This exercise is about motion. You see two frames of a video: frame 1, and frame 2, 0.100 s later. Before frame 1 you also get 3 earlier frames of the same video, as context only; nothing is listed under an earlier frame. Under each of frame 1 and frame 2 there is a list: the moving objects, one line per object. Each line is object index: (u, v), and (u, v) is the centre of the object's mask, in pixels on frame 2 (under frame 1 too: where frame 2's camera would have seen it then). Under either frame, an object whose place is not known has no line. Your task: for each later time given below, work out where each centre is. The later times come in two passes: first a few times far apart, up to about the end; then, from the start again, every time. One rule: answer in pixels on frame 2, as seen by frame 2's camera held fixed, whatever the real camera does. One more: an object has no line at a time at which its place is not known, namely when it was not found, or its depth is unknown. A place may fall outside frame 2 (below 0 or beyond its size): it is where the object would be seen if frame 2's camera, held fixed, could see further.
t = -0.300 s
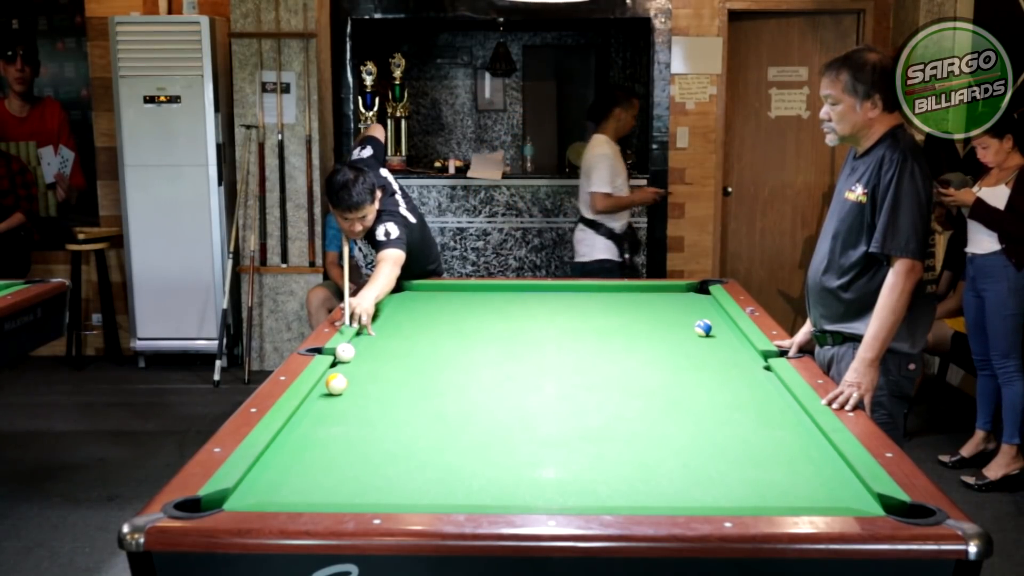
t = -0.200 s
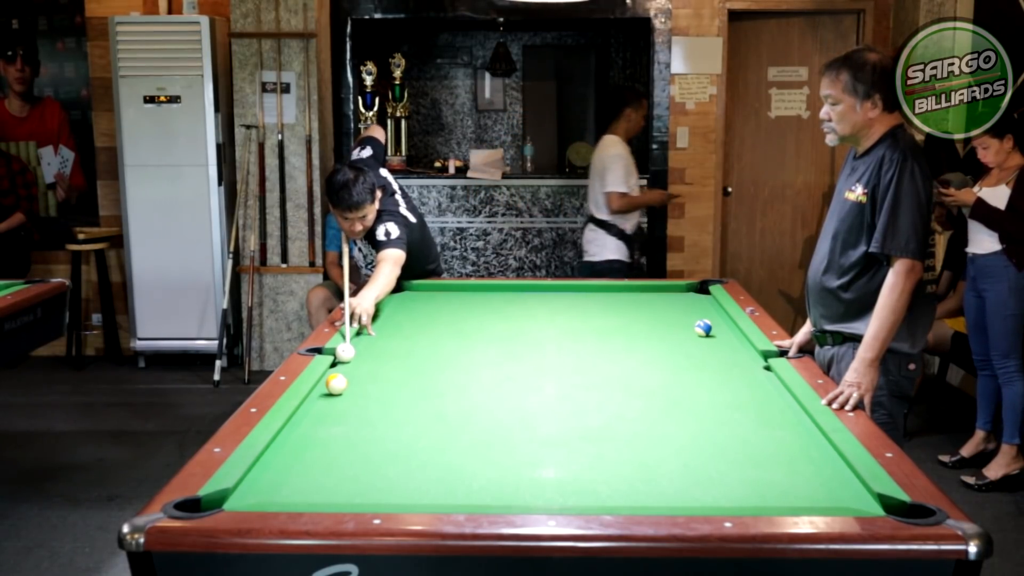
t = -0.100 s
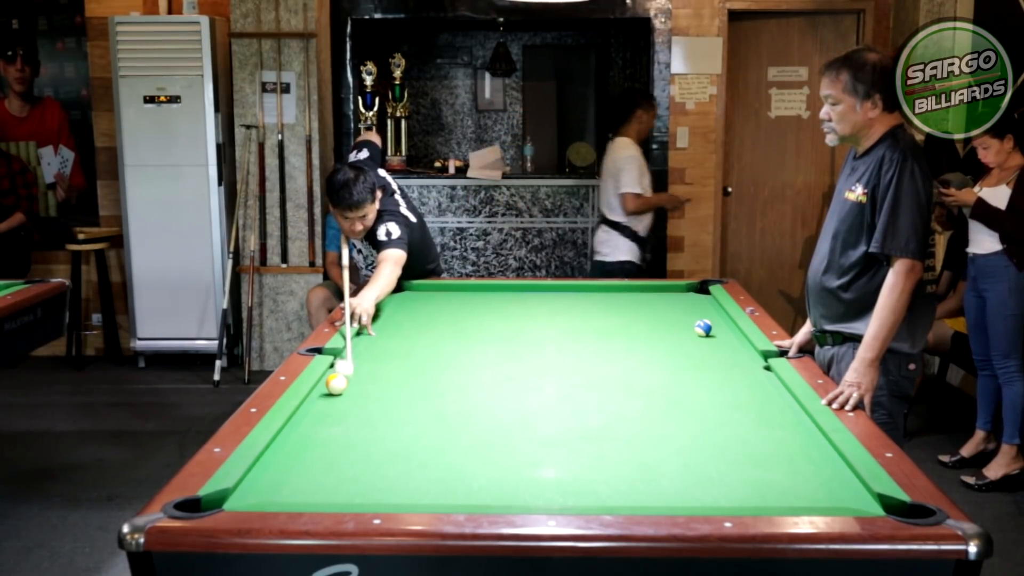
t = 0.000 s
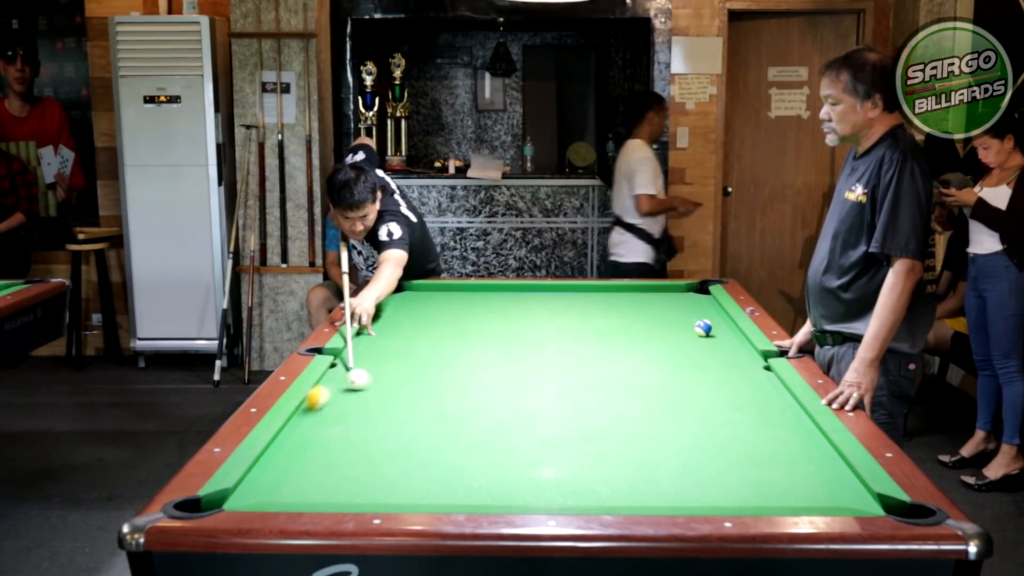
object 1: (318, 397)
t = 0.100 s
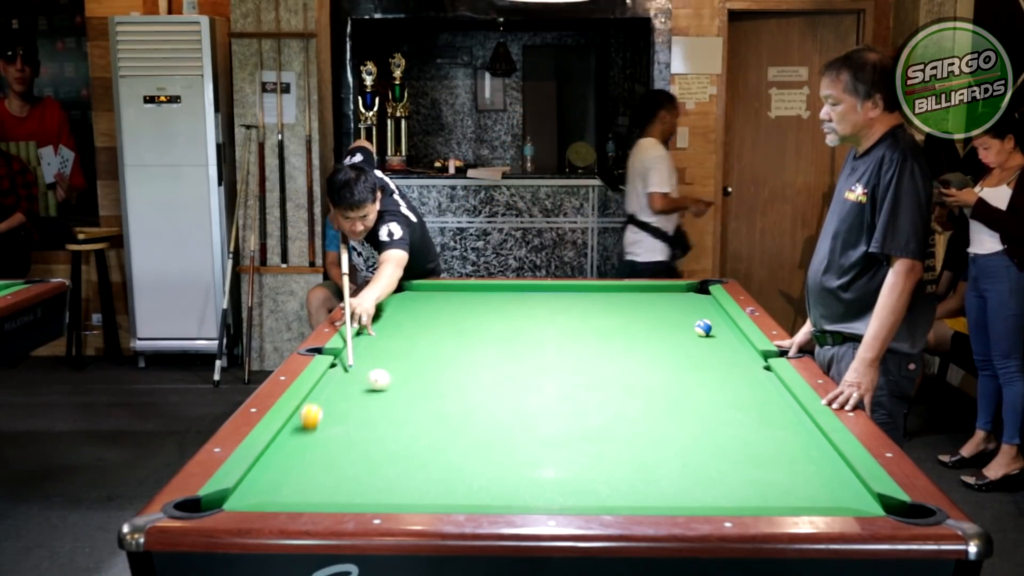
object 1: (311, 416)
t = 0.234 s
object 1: (306, 439)
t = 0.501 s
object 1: (294, 492)
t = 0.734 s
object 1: (328, 474)
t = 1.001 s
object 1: (366, 443)
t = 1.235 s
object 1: (394, 422)
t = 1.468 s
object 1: (418, 402)
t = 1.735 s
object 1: (442, 384)
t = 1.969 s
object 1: (460, 369)
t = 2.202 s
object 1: (477, 357)
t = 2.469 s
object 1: (493, 344)
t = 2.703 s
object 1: (507, 335)
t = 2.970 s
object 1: (520, 325)
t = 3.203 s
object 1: (532, 317)
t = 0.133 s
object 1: (310, 422)
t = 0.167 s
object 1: (308, 428)
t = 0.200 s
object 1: (308, 433)
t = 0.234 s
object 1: (306, 439)
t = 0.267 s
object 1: (304, 446)
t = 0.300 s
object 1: (303, 453)
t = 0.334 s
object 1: (302, 459)
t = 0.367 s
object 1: (300, 466)
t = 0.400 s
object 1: (298, 474)
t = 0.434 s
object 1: (296, 481)
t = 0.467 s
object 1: (295, 488)
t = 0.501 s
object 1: (294, 492)
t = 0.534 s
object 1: (294, 495)
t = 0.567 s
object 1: (301, 492)
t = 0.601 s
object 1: (307, 489)
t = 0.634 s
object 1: (312, 487)
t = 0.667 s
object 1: (317, 482)
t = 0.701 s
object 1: (323, 478)
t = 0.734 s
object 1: (328, 474)
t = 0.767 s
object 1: (333, 470)
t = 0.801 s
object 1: (338, 466)
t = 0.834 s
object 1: (343, 462)
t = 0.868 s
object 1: (348, 458)
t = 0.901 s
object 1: (353, 454)
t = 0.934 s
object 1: (358, 450)
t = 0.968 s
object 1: (362, 447)
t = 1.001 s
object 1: (366, 443)
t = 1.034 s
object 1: (370, 440)
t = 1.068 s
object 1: (374, 437)
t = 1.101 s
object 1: (379, 433)
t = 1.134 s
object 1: (382, 430)
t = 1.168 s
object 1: (386, 427)
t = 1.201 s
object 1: (390, 424)
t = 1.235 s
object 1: (394, 422)
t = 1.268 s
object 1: (397, 418)
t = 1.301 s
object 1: (401, 416)
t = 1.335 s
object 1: (405, 413)
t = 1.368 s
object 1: (408, 410)
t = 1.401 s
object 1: (412, 407)
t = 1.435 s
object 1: (415, 405)
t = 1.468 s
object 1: (418, 402)
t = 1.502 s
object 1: (421, 400)
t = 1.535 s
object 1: (424, 397)
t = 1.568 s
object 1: (427, 395)
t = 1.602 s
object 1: (431, 392)
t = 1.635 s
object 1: (433, 390)
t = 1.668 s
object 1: (436, 388)
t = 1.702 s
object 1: (439, 386)
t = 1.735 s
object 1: (442, 384)
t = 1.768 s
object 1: (445, 381)
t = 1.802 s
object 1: (447, 379)
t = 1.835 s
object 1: (450, 377)
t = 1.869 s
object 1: (453, 375)
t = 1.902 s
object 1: (455, 373)
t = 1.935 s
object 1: (458, 371)
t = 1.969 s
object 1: (460, 369)
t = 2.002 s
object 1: (463, 368)
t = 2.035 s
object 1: (465, 366)
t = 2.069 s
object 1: (468, 364)
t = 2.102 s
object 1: (470, 362)
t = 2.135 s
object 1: (472, 361)
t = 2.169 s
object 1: (475, 359)
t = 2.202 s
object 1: (477, 357)
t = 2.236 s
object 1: (479, 355)
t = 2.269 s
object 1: (481, 354)
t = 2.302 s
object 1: (483, 352)
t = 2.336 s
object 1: (485, 351)
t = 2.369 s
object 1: (487, 349)
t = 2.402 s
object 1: (489, 348)
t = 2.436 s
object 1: (491, 346)
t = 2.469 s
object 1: (493, 344)
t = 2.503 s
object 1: (495, 343)
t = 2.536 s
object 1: (497, 342)
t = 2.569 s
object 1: (499, 340)
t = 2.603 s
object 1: (501, 339)
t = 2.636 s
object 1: (503, 338)
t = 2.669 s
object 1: (505, 336)
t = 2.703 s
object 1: (507, 335)
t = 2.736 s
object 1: (508, 334)
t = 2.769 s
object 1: (510, 332)
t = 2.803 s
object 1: (512, 331)
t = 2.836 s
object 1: (514, 330)
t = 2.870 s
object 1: (515, 329)
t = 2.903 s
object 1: (517, 327)
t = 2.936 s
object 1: (519, 326)
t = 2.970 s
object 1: (520, 325)
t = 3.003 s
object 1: (522, 324)
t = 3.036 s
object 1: (523, 323)
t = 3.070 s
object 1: (525, 322)
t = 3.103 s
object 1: (527, 321)
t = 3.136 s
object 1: (528, 319)
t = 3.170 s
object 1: (530, 318)
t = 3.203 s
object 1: (532, 317)
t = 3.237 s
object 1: (533, 316)
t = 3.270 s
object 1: (534, 315)
